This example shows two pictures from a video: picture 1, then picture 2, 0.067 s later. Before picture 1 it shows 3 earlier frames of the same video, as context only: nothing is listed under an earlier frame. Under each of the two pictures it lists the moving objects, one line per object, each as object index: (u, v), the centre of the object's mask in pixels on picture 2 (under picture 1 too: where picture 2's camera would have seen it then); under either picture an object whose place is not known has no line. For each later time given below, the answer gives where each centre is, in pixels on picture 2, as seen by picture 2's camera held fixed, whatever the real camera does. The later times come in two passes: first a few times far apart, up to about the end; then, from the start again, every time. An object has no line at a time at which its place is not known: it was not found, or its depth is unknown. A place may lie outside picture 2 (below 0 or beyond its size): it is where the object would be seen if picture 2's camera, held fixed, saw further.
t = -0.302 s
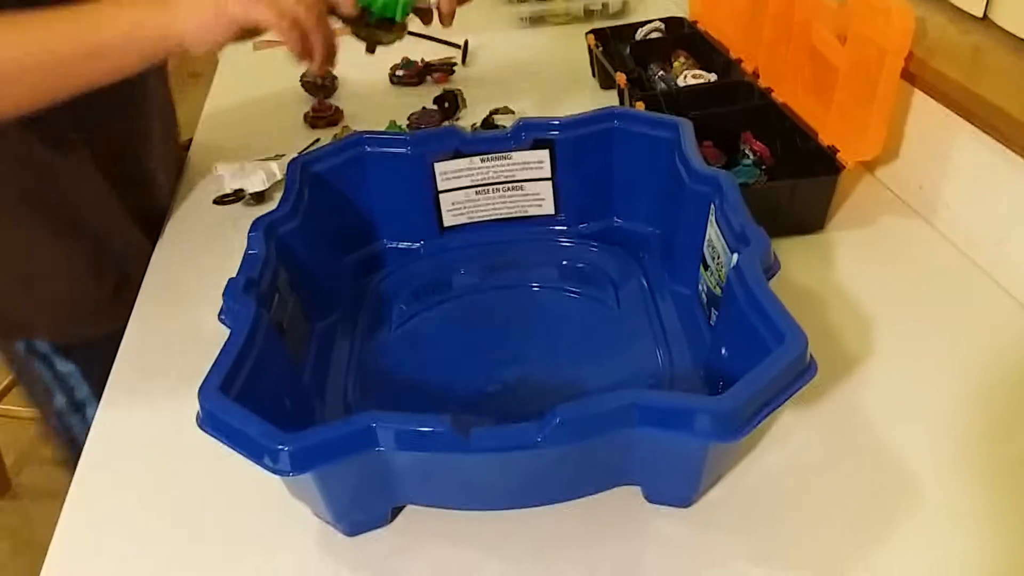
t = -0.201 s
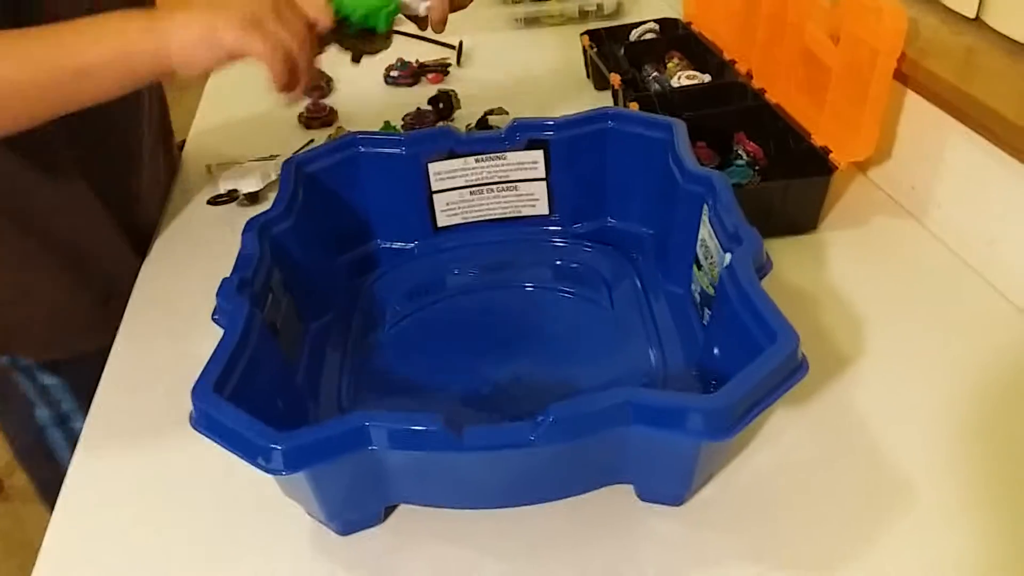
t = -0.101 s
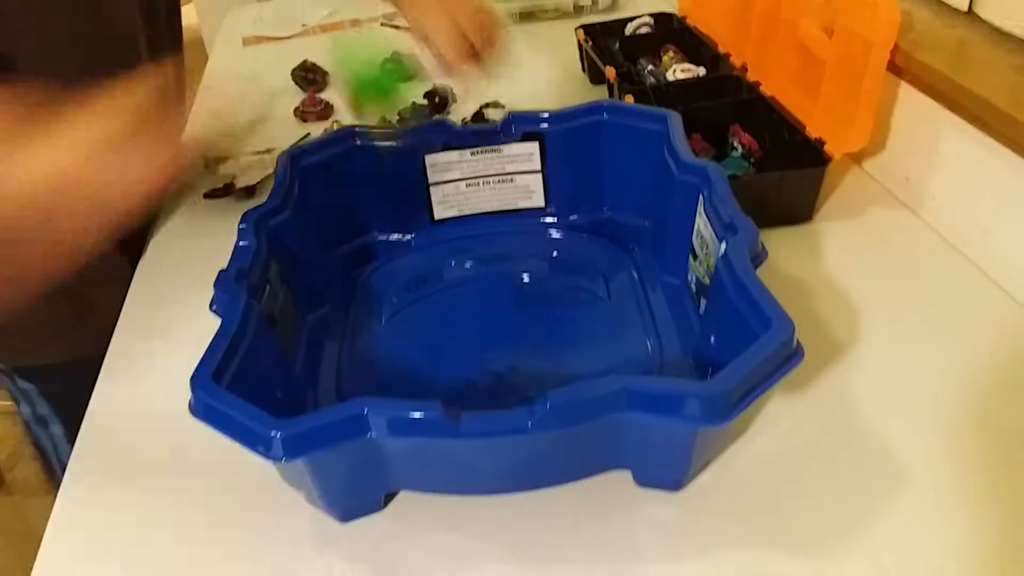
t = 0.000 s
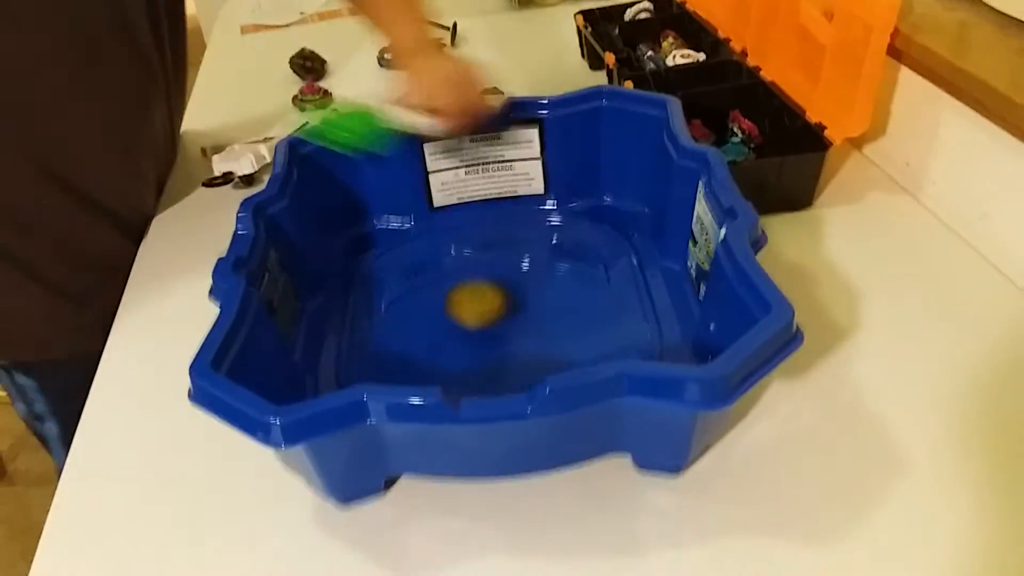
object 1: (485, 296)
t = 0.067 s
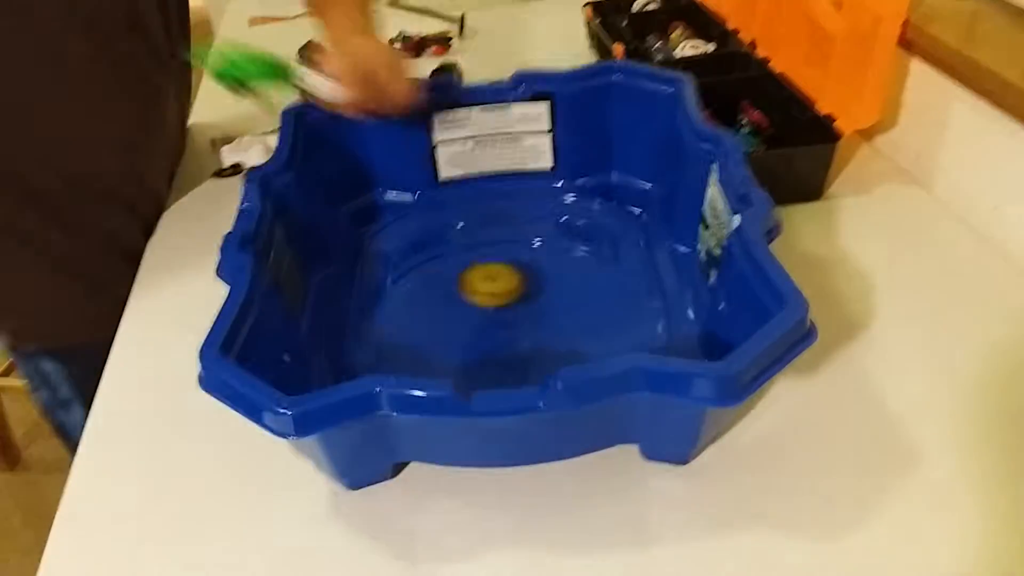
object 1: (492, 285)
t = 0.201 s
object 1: (494, 307)
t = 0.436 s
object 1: (410, 320)
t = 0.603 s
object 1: (406, 369)
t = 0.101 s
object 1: (495, 296)
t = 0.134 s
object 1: (501, 313)
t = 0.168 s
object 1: (497, 307)
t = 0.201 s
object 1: (494, 307)
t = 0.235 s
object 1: (489, 309)
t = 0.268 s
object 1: (480, 307)
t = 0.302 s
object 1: (468, 305)
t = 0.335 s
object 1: (455, 306)
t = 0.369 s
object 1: (440, 308)
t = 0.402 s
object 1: (425, 312)
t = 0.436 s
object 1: (410, 320)
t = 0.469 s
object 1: (398, 330)
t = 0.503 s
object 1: (392, 342)
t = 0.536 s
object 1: (389, 354)
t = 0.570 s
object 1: (394, 362)
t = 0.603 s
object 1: (406, 369)
